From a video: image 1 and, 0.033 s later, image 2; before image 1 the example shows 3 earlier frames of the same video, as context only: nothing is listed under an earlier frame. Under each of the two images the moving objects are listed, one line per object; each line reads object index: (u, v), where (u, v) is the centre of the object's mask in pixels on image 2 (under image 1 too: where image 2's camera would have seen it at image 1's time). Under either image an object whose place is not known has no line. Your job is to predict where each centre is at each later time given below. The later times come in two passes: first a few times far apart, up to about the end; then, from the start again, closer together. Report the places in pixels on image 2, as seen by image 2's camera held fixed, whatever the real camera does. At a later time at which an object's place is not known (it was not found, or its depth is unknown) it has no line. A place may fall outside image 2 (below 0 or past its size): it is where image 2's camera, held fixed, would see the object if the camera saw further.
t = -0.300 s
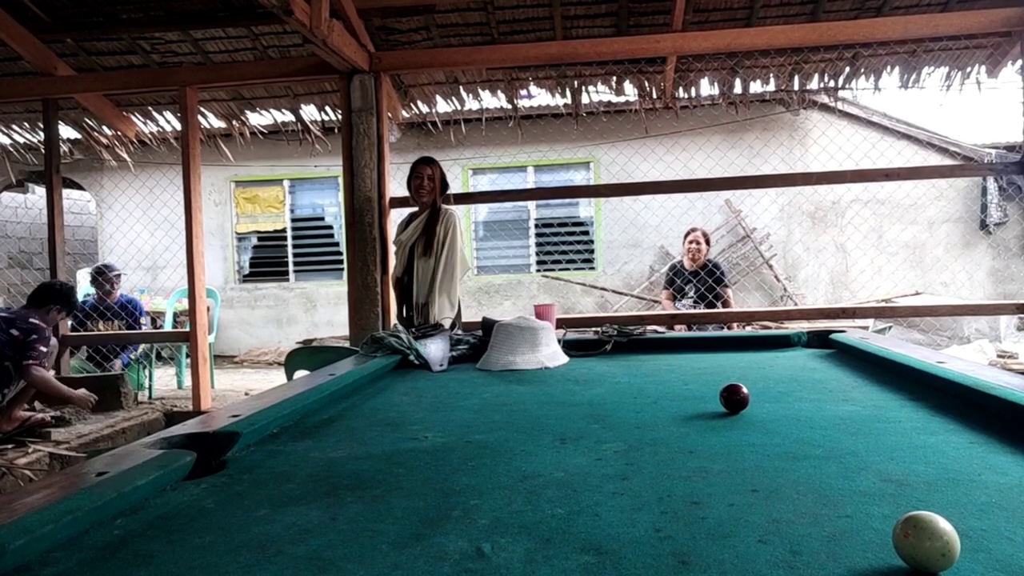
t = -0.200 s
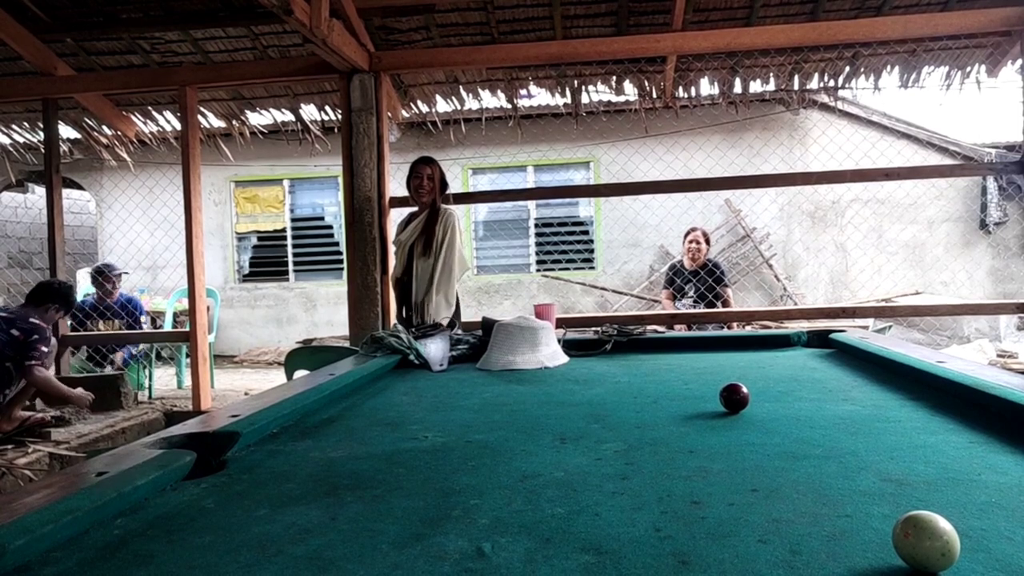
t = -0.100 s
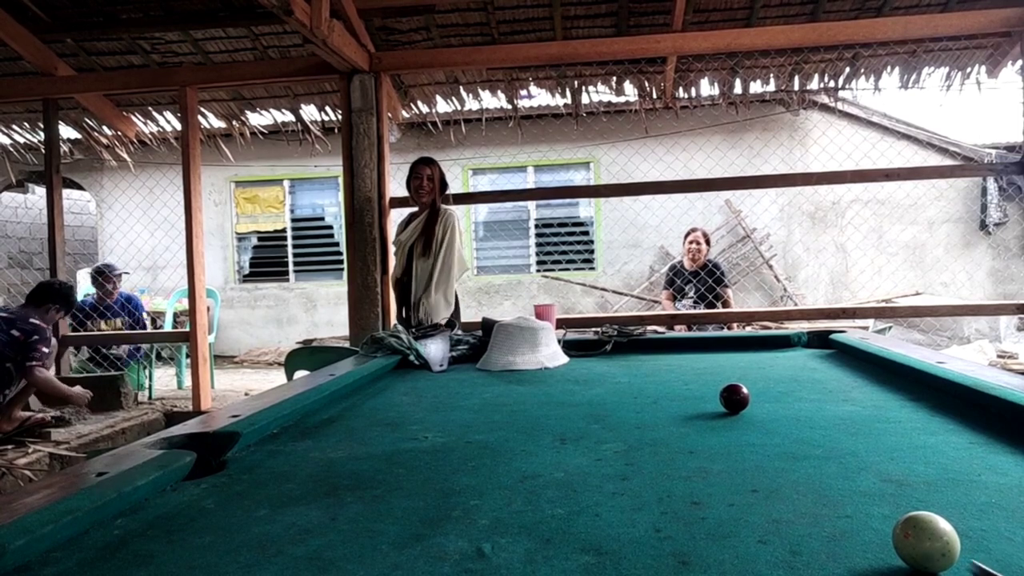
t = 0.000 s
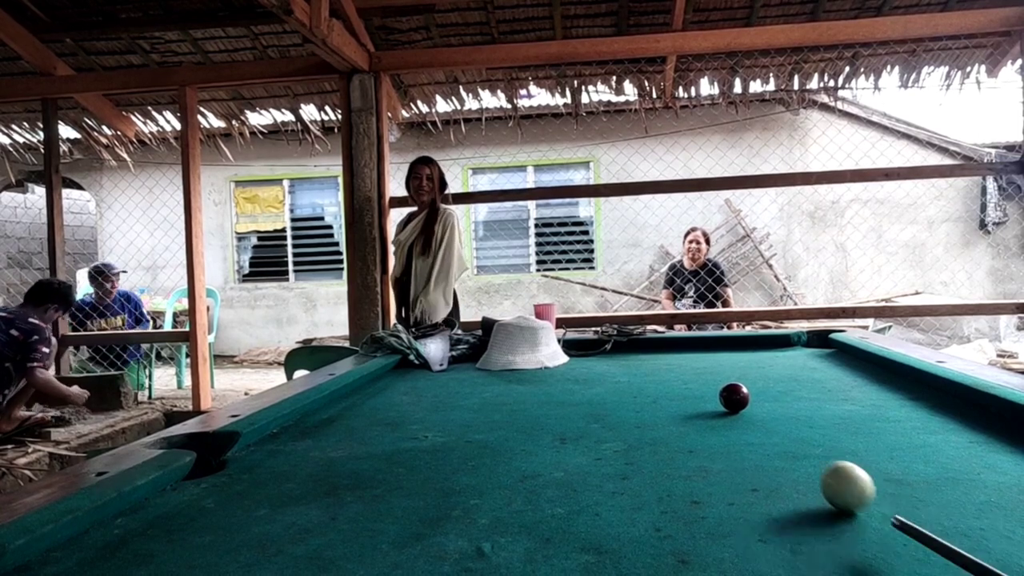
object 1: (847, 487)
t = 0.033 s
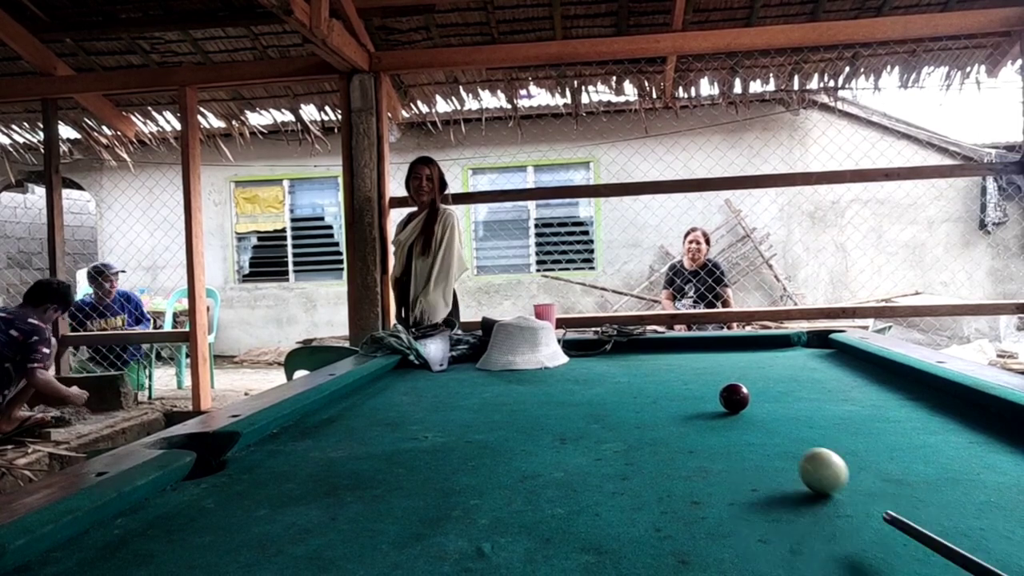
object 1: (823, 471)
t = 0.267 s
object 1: (725, 404)
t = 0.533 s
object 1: (618, 386)
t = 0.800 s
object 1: (542, 374)
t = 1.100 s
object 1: (480, 363)
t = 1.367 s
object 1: (458, 355)
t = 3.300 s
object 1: (468, 354)
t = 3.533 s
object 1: (469, 355)
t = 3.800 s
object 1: (469, 355)
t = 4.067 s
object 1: (468, 355)
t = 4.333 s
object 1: (468, 355)
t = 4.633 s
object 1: (469, 355)
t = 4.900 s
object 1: (469, 355)
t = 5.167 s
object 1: (469, 355)
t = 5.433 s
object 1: (469, 355)
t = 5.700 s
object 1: (469, 355)
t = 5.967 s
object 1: (469, 355)
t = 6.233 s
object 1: (469, 355)
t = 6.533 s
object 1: (468, 355)
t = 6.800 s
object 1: (468, 355)
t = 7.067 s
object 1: (468, 355)
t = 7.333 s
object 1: (468, 355)
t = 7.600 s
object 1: (468, 355)
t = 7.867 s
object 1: (468, 355)
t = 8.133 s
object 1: (469, 354)
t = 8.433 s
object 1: (468, 354)
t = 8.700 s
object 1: (468, 354)
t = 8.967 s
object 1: (468, 354)
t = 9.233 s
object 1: (468, 354)
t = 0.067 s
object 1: (804, 458)
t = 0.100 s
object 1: (787, 446)
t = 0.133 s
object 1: (772, 436)
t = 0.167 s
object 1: (759, 426)
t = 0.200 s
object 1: (746, 418)
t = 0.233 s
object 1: (735, 410)
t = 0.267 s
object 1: (725, 404)
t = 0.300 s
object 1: (710, 401)
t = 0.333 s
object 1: (694, 399)
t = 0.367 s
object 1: (680, 397)
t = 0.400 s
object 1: (666, 394)
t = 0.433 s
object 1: (653, 393)
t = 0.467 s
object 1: (641, 390)
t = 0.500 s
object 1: (629, 388)
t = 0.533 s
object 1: (618, 386)
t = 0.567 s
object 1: (607, 385)
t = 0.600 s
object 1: (597, 383)
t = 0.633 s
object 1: (587, 381)
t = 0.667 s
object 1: (577, 379)
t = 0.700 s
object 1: (568, 377)
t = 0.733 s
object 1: (559, 376)
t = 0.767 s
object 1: (551, 376)
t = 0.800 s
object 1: (542, 374)
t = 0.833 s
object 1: (535, 372)
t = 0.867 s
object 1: (527, 370)
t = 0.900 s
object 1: (520, 370)
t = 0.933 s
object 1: (513, 369)
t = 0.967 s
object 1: (505, 367)
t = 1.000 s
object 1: (499, 366)
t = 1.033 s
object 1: (493, 364)
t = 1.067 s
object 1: (486, 363)
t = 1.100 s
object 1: (480, 363)
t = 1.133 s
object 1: (474, 362)
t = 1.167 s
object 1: (469, 360)
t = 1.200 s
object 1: (463, 360)
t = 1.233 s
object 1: (458, 358)
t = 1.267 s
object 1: (456, 358)
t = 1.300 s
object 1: (456, 357)
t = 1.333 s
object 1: (457, 356)
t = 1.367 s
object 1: (458, 355)
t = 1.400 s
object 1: (459, 354)
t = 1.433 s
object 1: (460, 354)
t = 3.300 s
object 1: (468, 354)
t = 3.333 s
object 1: (468, 354)
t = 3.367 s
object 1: (468, 354)
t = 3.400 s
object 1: (469, 355)
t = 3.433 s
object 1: (468, 354)
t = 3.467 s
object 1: (469, 355)
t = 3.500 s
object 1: (469, 355)
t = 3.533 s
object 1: (469, 355)
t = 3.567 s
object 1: (469, 355)
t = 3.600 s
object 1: (469, 355)
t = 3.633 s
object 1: (469, 355)
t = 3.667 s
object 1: (469, 355)
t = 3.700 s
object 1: (469, 355)
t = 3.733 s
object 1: (469, 355)
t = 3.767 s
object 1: (469, 355)
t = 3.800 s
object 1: (469, 355)
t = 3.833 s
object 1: (469, 355)
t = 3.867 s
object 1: (469, 355)
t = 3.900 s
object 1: (469, 355)
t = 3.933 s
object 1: (469, 355)
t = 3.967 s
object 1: (469, 355)
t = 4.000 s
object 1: (469, 355)
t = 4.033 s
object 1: (469, 355)
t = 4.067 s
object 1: (468, 355)
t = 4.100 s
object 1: (469, 355)
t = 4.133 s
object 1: (468, 355)
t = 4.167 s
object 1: (469, 355)
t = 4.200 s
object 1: (468, 355)
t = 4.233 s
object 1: (468, 355)
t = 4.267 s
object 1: (468, 355)
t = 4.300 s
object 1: (468, 355)
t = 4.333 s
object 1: (468, 355)
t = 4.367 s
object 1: (469, 355)
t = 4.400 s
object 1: (468, 355)
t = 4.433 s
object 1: (468, 355)
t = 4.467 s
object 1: (469, 355)
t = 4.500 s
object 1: (469, 355)
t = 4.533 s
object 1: (468, 355)
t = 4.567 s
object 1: (468, 355)
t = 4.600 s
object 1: (468, 355)
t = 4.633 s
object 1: (469, 355)
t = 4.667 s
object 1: (469, 355)
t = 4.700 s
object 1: (469, 355)
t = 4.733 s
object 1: (468, 355)
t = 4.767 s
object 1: (468, 355)
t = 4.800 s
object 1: (468, 355)
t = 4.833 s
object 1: (469, 355)
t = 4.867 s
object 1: (468, 355)
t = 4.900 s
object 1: (469, 355)
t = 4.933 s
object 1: (468, 355)
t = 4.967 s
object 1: (469, 355)
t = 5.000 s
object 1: (469, 355)
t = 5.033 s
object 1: (469, 355)
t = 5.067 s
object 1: (468, 355)
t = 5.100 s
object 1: (468, 355)
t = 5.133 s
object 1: (469, 355)
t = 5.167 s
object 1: (469, 355)
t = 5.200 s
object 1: (469, 355)
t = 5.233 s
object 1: (469, 355)
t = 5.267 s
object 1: (468, 355)
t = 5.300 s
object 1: (468, 355)
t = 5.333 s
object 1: (468, 355)
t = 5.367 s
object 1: (469, 355)
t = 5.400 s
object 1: (469, 355)
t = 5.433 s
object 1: (469, 355)
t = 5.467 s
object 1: (469, 355)
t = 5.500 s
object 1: (469, 355)
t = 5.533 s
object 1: (468, 355)
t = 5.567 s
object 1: (469, 355)
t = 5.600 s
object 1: (469, 355)
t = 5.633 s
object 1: (469, 355)
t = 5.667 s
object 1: (469, 355)
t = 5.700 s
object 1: (469, 355)
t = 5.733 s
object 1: (469, 355)
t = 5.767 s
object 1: (468, 355)
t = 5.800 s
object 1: (469, 355)
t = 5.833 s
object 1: (469, 355)
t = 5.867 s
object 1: (469, 355)
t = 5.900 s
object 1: (468, 355)
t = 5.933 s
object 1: (468, 355)
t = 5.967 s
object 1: (469, 355)
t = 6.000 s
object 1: (468, 355)
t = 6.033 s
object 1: (469, 355)
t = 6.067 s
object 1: (469, 355)
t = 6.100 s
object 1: (469, 355)
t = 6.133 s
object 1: (469, 355)
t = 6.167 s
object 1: (469, 355)
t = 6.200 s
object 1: (468, 355)
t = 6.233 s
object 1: (469, 355)
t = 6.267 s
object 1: (469, 355)
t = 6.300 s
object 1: (468, 355)
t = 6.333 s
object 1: (468, 355)
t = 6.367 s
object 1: (469, 355)
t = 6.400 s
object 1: (468, 355)
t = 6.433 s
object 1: (468, 355)
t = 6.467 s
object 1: (468, 355)
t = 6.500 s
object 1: (468, 354)
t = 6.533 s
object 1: (468, 355)
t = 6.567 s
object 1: (468, 355)
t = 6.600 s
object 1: (468, 355)
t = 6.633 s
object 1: (468, 355)
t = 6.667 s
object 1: (468, 355)
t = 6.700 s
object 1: (468, 355)
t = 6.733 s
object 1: (468, 355)
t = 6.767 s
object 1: (468, 355)
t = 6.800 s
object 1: (468, 355)
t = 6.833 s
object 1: (468, 355)
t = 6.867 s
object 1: (468, 355)
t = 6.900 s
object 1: (468, 355)
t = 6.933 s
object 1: (468, 355)
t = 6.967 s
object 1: (468, 355)
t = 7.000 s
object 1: (468, 355)
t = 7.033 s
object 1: (468, 355)
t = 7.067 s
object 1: (468, 355)
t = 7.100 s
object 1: (468, 355)
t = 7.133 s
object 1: (468, 355)
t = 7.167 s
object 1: (468, 355)
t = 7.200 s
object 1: (468, 355)
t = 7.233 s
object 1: (468, 355)
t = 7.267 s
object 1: (468, 355)
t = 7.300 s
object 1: (468, 355)
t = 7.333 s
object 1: (468, 355)
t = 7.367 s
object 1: (468, 354)
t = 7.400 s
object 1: (468, 355)
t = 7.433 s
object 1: (468, 355)
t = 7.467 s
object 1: (468, 355)
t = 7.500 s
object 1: (468, 355)
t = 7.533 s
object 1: (468, 355)
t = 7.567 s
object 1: (468, 355)
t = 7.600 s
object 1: (468, 355)
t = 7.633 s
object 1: (468, 354)
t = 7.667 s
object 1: (468, 355)
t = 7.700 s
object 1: (468, 355)
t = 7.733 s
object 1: (468, 355)
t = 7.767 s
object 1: (468, 355)
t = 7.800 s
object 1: (468, 354)
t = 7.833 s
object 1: (468, 354)
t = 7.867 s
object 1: (468, 355)
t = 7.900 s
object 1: (468, 354)
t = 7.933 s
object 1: (469, 354)
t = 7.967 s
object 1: (469, 354)
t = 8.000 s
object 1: (468, 355)
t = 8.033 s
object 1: (469, 354)
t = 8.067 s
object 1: (469, 354)
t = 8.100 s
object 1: (469, 354)
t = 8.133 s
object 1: (469, 354)
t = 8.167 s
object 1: (469, 354)
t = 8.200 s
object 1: (469, 354)
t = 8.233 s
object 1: (469, 354)
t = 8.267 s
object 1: (468, 354)
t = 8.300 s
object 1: (468, 354)
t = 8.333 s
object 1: (469, 354)
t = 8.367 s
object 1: (468, 355)
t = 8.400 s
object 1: (468, 354)
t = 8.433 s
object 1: (468, 354)
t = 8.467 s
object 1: (468, 355)
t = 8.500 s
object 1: (468, 354)
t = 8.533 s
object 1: (468, 354)
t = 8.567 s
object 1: (468, 354)
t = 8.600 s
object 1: (468, 354)
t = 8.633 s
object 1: (468, 354)
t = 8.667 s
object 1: (468, 354)
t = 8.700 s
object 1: (468, 354)
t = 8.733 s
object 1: (468, 354)
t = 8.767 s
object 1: (468, 355)
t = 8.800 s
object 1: (468, 354)
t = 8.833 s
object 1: (468, 354)
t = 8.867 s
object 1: (469, 354)
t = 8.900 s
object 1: (468, 354)
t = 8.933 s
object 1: (468, 354)
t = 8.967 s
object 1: (468, 354)
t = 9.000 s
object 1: (468, 354)
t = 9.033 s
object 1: (468, 354)
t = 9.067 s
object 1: (468, 354)
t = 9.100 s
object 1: (468, 354)
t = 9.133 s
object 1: (469, 355)
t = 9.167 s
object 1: (468, 354)
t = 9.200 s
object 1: (468, 354)
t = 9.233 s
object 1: (468, 354)
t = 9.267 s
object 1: (468, 354)
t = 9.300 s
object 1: (468, 355)
